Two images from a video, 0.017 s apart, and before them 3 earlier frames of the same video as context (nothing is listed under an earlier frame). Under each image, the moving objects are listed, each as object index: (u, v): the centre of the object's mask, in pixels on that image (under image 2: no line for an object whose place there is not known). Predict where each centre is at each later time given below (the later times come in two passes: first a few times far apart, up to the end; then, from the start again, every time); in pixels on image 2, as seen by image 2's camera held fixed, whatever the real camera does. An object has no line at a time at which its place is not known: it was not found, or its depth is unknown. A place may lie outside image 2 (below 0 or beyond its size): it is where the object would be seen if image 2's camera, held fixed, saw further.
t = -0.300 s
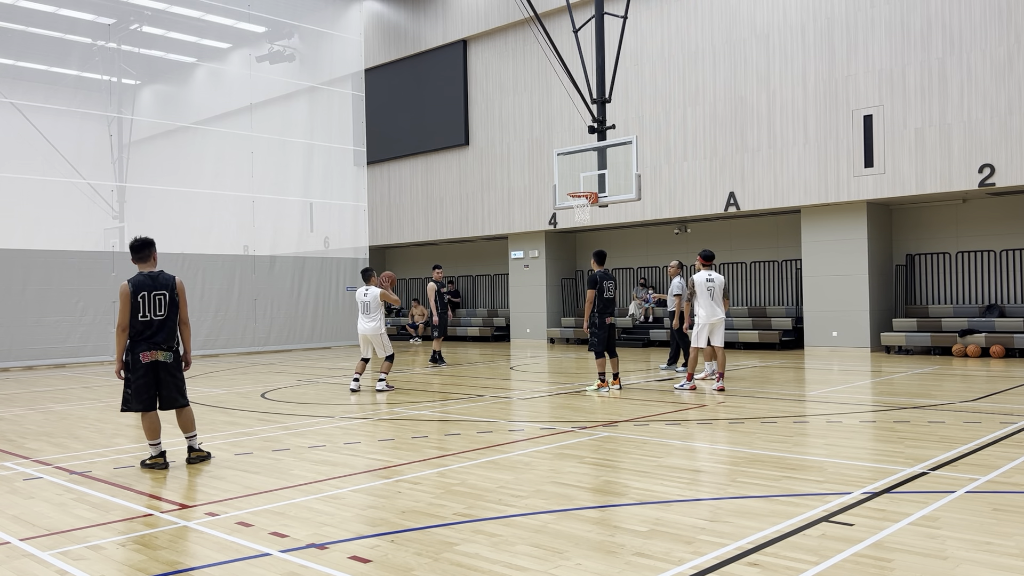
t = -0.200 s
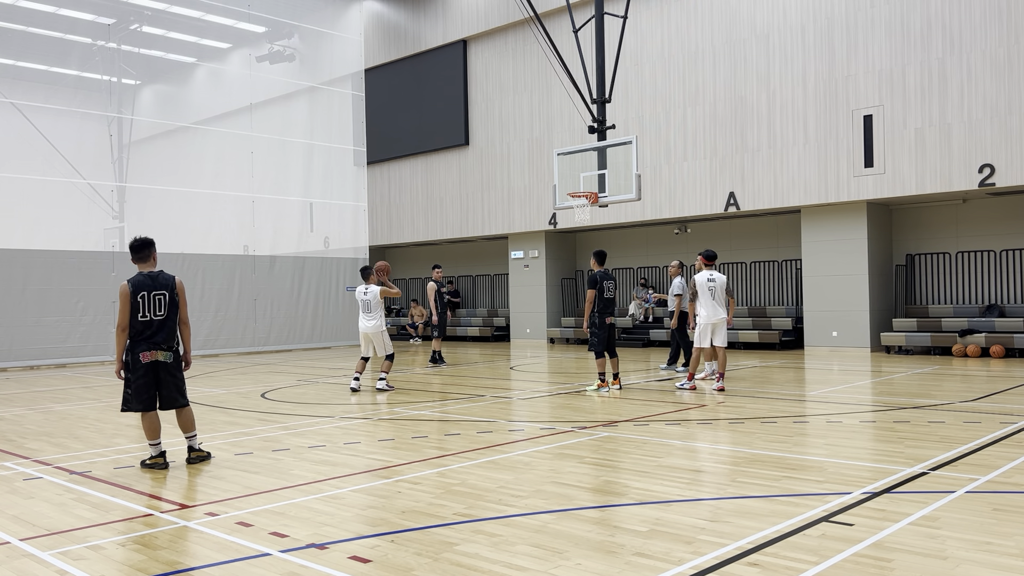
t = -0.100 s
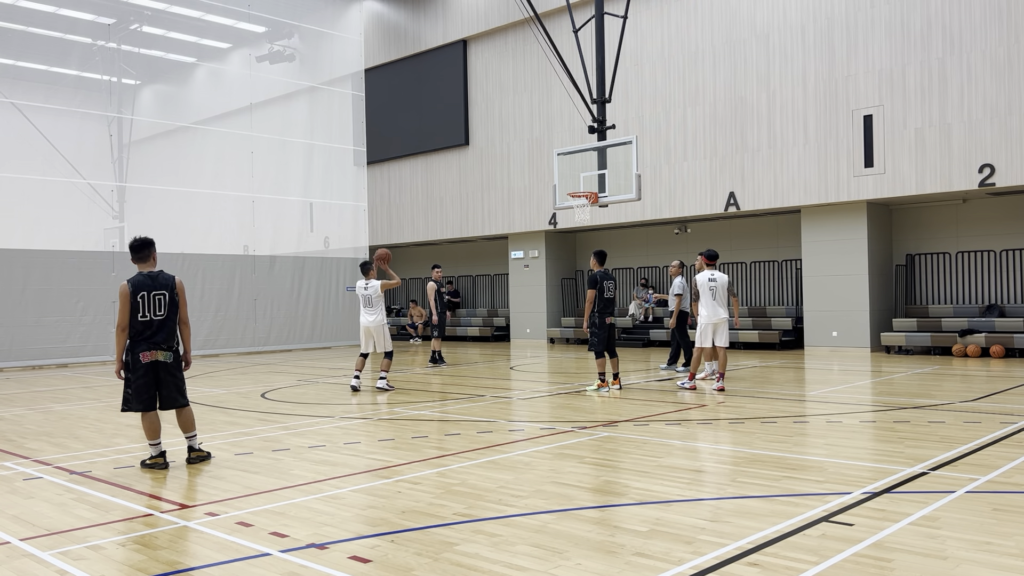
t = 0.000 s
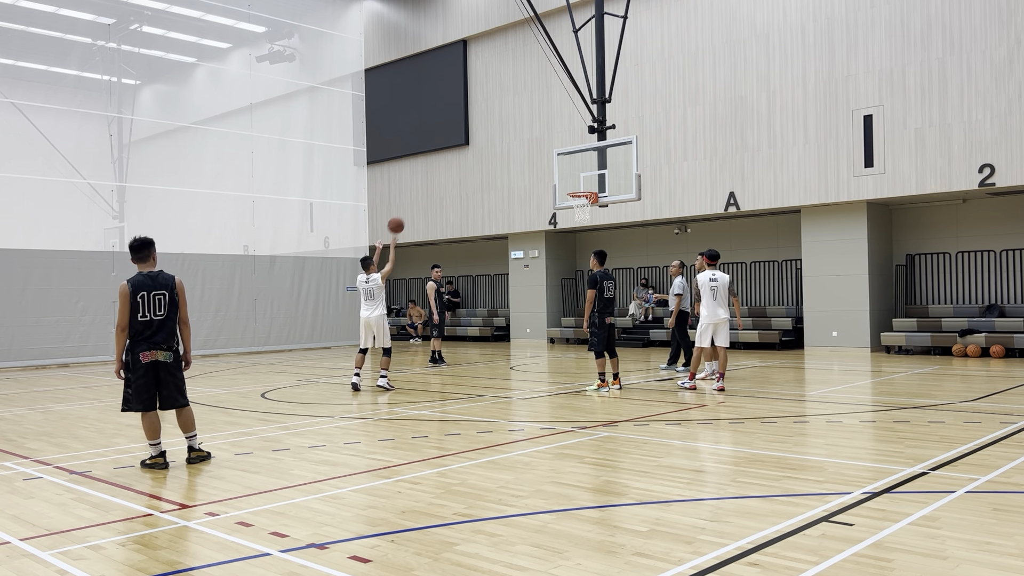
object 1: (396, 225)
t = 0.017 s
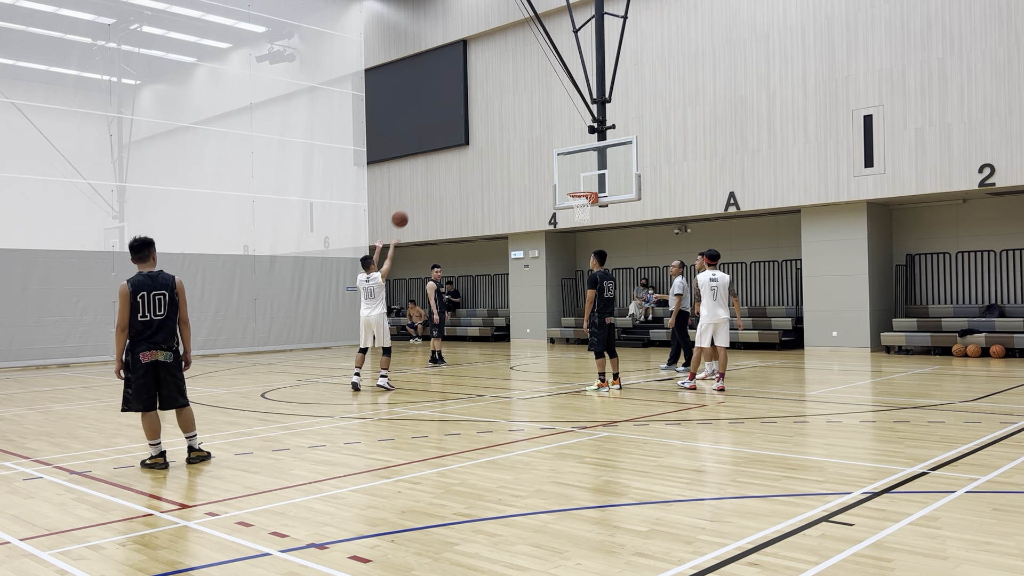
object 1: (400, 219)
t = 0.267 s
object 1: (454, 155)
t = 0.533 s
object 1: (507, 136)
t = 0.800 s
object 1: (553, 160)
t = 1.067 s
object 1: (585, 181)
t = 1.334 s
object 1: (587, 187)
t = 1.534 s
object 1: (578, 202)
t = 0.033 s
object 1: (403, 213)
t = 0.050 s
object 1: (407, 208)
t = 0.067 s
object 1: (411, 202)
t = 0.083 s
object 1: (415, 197)
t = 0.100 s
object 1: (419, 192)
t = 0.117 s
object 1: (422, 188)
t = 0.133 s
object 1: (426, 183)
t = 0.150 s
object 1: (430, 179)
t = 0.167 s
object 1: (433, 175)
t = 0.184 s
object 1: (437, 171)
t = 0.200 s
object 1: (441, 167)
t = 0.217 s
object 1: (444, 164)
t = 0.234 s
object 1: (448, 161)
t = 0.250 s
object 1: (451, 158)
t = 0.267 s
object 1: (454, 155)
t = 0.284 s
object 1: (458, 153)
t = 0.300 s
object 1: (461, 150)
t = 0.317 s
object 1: (464, 148)
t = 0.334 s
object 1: (468, 146)
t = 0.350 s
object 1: (471, 145)
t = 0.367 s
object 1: (475, 143)
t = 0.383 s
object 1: (478, 142)
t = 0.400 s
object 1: (481, 140)
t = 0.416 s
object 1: (485, 139)
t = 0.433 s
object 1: (488, 138)
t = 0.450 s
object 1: (491, 138)
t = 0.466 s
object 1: (494, 137)
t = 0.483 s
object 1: (497, 137)
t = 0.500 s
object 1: (501, 136)
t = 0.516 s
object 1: (504, 136)
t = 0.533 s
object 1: (507, 136)
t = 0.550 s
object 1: (510, 137)
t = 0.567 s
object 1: (513, 137)
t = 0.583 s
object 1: (516, 138)
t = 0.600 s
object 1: (519, 139)
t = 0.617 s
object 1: (522, 139)
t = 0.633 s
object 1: (525, 141)
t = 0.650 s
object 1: (528, 142)
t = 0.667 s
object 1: (531, 143)
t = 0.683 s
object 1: (533, 145)
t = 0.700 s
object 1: (536, 146)
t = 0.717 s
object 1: (539, 148)
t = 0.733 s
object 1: (542, 150)
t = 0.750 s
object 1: (545, 152)
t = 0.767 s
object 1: (548, 155)
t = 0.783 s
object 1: (551, 157)
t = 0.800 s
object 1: (553, 160)
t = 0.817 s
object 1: (556, 162)
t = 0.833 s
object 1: (559, 165)
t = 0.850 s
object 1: (562, 168)
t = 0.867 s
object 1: (565, 171)
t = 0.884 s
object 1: (567, 174)
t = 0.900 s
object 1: (570, 178)
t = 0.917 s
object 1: (573, 181)
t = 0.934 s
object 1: (575, 184)
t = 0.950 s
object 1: (577, 186)
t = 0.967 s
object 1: (578, 184)
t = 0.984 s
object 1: (579, 183)
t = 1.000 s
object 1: (580, 183)
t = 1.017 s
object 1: (582, 182)
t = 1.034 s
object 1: (583, 182)
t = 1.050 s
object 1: (584, 181)
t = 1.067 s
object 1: (585, 181)
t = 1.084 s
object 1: (586, 181)
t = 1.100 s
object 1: (587, 181)
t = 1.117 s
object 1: (588, 181)
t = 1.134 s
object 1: (589, 182)
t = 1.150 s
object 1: (590, 182)
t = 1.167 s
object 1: (592, 183)
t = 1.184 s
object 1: (593, 184)
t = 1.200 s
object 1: (594, 185)
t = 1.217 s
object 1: (594, 185)
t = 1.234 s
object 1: (593, 185)
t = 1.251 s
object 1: (592, 185)
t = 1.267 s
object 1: (591, 185)
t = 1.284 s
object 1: (590, 186)
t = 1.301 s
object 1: (589, 186)
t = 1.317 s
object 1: (588, 186)
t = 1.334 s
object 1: (587, 187)
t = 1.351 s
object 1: (586, 188)
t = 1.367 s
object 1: (585, 188)
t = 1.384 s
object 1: (585, 189)
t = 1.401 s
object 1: (584, 192)
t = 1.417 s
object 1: (583, 195)
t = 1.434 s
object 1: (582, 197)
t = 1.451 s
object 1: (582, 199)
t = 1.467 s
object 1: (581, 199)
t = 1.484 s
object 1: (580, 200)
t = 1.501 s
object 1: (580, 200)
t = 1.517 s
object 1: (579, 201)
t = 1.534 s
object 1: (578, 202)
